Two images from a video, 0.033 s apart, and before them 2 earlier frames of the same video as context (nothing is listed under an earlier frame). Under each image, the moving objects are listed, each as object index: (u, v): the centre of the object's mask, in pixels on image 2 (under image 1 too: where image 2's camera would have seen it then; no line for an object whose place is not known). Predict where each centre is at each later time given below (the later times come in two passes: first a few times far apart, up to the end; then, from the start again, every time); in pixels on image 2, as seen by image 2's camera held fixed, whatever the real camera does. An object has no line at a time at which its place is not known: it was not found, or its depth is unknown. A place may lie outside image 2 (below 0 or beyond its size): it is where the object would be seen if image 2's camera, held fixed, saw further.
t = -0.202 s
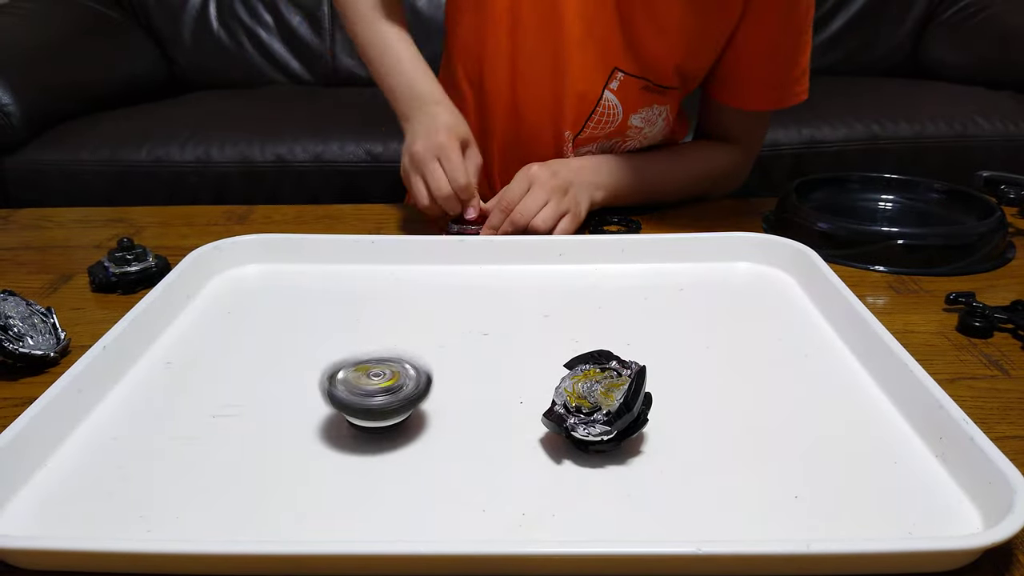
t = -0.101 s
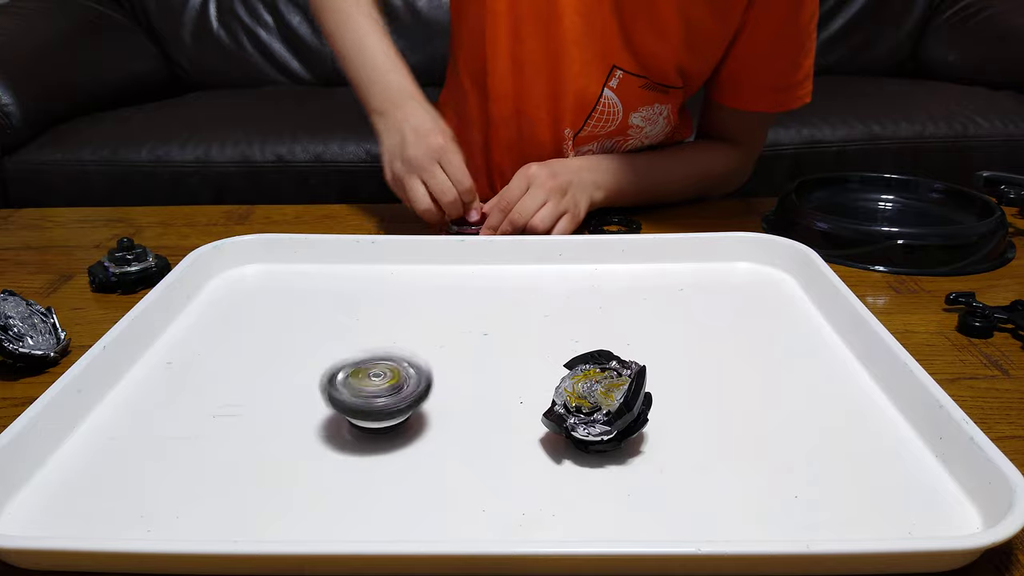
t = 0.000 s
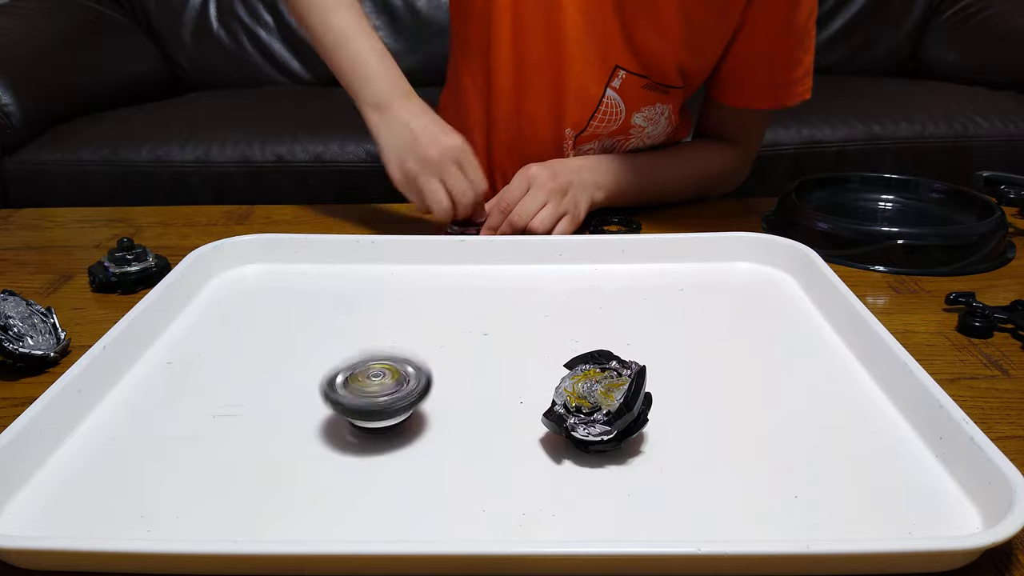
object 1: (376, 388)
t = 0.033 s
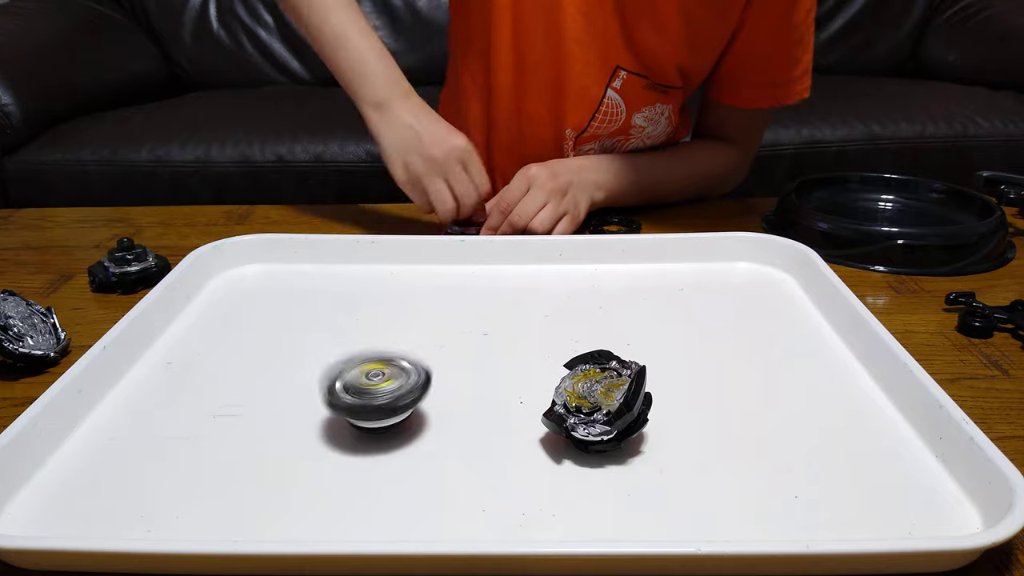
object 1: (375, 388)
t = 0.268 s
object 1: (376, 390)
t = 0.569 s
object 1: (374, 389)
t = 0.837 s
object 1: (374, 391)
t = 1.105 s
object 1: (374, 390)
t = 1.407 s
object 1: (374, 391)
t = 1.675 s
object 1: (373, 390)
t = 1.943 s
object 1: (374, 391)
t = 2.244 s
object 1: (375, 391)
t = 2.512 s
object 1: (374, 392)
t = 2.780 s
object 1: (372, 392)
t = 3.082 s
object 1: (373, 393)
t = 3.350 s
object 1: (370, 394)
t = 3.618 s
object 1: (372, 394)
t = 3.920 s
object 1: (370, 395)
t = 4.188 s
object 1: (370, 394)
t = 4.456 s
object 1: (369, 396)
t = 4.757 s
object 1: (368, 396)
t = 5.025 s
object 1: (367, 396)
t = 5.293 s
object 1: (368, 397)
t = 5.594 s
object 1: (368, 399)
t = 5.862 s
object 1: (363, 399)
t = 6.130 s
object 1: (374, 397)
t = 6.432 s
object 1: (366, 405)
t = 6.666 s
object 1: (367, 398)
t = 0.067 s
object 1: (377, 389)
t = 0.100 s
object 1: (377, 388)
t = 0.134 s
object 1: (376, 388)
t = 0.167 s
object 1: (377, 389)
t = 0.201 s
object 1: (376, 389)
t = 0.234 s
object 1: (376, 389)
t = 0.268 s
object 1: (376, 390)
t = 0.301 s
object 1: (375, 389)
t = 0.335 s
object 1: (374, 390)
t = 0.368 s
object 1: (374, 389)
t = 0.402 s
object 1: (374, 389)
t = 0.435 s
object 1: (375, 389)
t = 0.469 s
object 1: (376, 389)
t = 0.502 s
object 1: (377, 389)
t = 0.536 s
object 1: (377, 390)
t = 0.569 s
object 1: (374, 389)
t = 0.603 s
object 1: (375, 389)
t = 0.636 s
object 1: (374, 389)
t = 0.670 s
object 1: (374, 389)
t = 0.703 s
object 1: (377, 390)
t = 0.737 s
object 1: (377, 390)
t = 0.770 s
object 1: (376, 390)
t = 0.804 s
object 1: (376, 389)
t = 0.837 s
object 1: (374, 391)
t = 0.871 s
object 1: (374, 391)
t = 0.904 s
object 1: (374, 390)
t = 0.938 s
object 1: (375, 391)
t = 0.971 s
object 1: (376, 390)
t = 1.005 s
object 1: (375, 390)
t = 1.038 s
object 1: (376, 391)
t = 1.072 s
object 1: (375, 390)
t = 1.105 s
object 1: (374, 390)
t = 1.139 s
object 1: (375, 391)
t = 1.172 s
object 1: (374, 390)
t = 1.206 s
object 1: (375, 390)
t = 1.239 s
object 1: (374, 389)
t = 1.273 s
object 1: (375, 391)
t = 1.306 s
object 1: (374, 391)
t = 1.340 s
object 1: (373, 391)
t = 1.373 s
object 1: (374, 392)
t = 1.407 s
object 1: (374, 391)
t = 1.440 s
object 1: (374, 391)
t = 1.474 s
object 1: (375, 392)
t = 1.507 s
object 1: (374, 391)
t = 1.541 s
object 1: (374, 391)
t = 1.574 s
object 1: (373, 390)
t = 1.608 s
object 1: (373, 391)
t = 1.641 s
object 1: (374, 392)
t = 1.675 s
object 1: (373, 390)
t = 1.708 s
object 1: (375, 391)
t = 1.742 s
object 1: (375, 390)
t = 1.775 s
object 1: (374, 391)
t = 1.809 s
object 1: (375, 391)
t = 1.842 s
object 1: (374, 391)
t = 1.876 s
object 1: (374, 392)
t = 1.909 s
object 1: (373, 390)
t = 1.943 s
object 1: (374, 391)
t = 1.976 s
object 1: (375, 392)
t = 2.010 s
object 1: (374, 391)
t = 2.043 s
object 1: (375, 392)
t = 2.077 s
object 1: (375, 392)
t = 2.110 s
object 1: (373, 392)
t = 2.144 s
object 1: (375, 393)
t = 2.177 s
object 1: (373, 392)
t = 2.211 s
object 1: (373, 391)
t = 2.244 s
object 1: (375, 391)
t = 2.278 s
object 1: (375, 391)
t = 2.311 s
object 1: (373, 391)
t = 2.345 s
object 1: (374, 392)
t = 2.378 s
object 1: (373, 391)
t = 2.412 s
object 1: (373, 392)
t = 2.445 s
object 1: (374, 391)
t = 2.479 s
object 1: (374, 392)
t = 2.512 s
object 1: (374, 392)
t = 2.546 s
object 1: (373, 392)
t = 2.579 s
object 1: (374, 393)
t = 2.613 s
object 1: (374, 393)
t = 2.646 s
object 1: (372, 393)
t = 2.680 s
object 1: (374, 393)
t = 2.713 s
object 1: (372, 393)
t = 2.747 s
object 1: (372, 393)
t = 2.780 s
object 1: (372, 392)
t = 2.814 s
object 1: (372, 392)
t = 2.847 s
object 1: (373, 392)
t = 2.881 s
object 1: (371, 392)
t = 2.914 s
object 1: (373, 392)
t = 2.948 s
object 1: (372, 392)
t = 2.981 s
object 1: (372, 392)
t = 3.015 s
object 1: (372, 392)
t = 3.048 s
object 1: (373, 392)
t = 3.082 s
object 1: (373, 393)
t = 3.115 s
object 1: (371, 393)
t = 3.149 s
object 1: (373, 394)
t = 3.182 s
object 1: (373, 394)
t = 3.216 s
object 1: (372, 394)
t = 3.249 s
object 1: (373, 394)
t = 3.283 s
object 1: (372, 394)
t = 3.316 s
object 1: (372, 394)
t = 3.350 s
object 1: (370, 394)
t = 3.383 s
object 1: (372, 395)
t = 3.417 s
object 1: (372, 393)
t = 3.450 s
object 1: (371, 393)
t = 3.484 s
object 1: (372, 392)
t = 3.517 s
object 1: (372, 394)
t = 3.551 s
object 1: (372, 394)
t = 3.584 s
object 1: (370, 393)
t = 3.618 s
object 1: (372, 394)
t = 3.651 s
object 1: (372, 393)
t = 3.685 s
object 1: (371, 394)
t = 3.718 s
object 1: (372, 393)
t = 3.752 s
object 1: (372, 394)
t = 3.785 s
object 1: (372, 396)
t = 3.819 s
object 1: (370, 395)
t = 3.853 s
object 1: (371, 395)
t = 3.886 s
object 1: (371, 394)
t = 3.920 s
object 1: (370, 395)
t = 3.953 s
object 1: (371, 395)
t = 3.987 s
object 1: (370, 394)
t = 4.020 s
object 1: (371, 395)
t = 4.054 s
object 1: (369, 394)
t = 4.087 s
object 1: (371, 395)
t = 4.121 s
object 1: (371, 394)
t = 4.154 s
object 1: (370, 394)
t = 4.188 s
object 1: (370, 394)
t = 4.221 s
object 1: (370, 395)
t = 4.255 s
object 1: (371, 396)
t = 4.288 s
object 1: (369, 395)
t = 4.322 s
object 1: (371, 397)
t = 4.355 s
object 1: (370, 396)
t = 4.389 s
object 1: (370, 397)
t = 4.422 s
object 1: (369, 395)
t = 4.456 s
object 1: (369, 396)
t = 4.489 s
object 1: (369, 396)
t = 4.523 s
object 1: (368, 395)
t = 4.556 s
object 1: (370, 395)
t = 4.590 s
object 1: (369, 395)
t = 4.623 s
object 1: (369, 396)
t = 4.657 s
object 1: (368, 395)
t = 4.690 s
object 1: (369, 396)
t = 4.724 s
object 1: (369, 396)
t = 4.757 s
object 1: (368, 396)
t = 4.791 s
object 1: (369, 395)
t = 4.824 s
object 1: (368, 396)
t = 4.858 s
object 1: (369, 398)
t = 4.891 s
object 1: (367, 396)
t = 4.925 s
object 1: (369, 398)
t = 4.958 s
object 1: (368, 396)
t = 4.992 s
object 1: (368, 397)
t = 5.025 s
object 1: (367, 396)
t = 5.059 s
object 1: (368, 397)
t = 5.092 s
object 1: (368, 397)
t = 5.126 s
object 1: (367, 397)
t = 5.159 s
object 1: (369, 398)
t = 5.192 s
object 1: (367, 397)
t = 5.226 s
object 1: (368, 397)
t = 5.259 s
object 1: (366, 396)
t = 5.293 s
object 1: (368, 397)
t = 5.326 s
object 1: (367, 397)
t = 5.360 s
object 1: (367, 397)
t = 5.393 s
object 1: (367, 396)
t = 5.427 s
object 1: (367, 397)
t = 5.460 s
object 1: (367, 397)
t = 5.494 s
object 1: (366, 397)
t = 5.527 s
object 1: (368, 399)
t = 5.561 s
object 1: (367, 398)
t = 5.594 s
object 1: (368, 399)
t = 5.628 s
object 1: (367, 397)
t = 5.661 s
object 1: (368, 398)
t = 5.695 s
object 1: (368, 398)
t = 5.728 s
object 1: (367, 398)
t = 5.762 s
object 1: (366, 398)
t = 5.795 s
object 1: (366, 399)
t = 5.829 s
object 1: (365, 399)
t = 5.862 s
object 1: (363, 399)
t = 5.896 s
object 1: (365, 398)
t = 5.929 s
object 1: (364, 400)
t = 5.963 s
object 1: (366, 400)
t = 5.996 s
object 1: (366, 398)
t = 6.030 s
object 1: (370, 399)
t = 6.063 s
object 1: (372, 398)
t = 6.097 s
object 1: (374, 399)
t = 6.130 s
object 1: (374, 397)
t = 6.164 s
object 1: (372, 401)
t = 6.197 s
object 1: (370, 401)
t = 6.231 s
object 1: (369, 403)
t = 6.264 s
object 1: (373, 402)
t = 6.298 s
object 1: (372, 404)
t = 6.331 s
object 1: (372, 406)
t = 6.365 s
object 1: (368, 408)
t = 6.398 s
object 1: (370, 407)
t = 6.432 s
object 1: (366, 405)
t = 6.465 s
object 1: (366, 405)
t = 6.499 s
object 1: (365, 404)
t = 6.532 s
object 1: (366, 403)
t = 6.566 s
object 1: (363, 400)
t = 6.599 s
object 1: (361, 400)
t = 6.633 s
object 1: (362, 397)
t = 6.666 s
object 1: (367, 398)
